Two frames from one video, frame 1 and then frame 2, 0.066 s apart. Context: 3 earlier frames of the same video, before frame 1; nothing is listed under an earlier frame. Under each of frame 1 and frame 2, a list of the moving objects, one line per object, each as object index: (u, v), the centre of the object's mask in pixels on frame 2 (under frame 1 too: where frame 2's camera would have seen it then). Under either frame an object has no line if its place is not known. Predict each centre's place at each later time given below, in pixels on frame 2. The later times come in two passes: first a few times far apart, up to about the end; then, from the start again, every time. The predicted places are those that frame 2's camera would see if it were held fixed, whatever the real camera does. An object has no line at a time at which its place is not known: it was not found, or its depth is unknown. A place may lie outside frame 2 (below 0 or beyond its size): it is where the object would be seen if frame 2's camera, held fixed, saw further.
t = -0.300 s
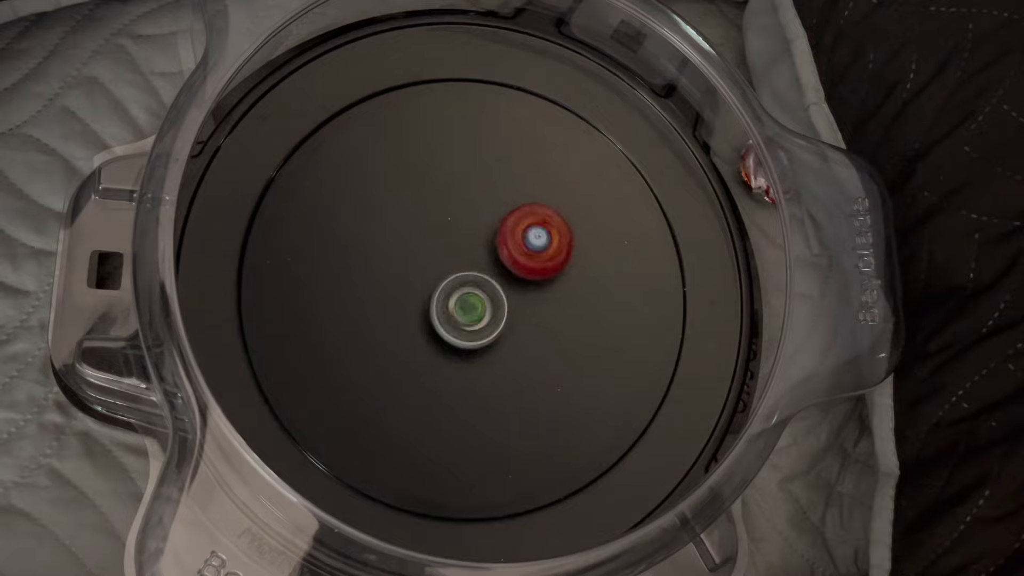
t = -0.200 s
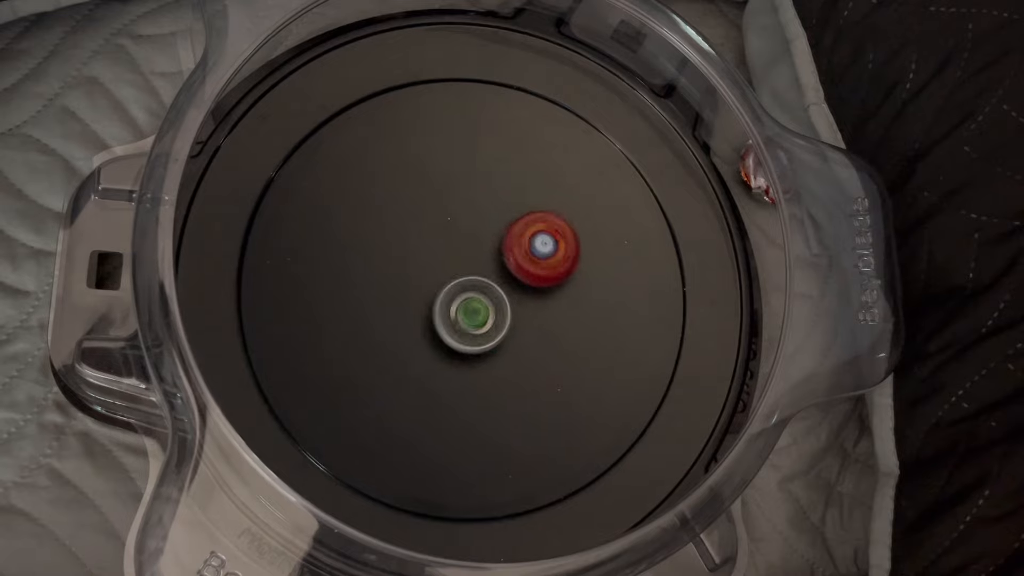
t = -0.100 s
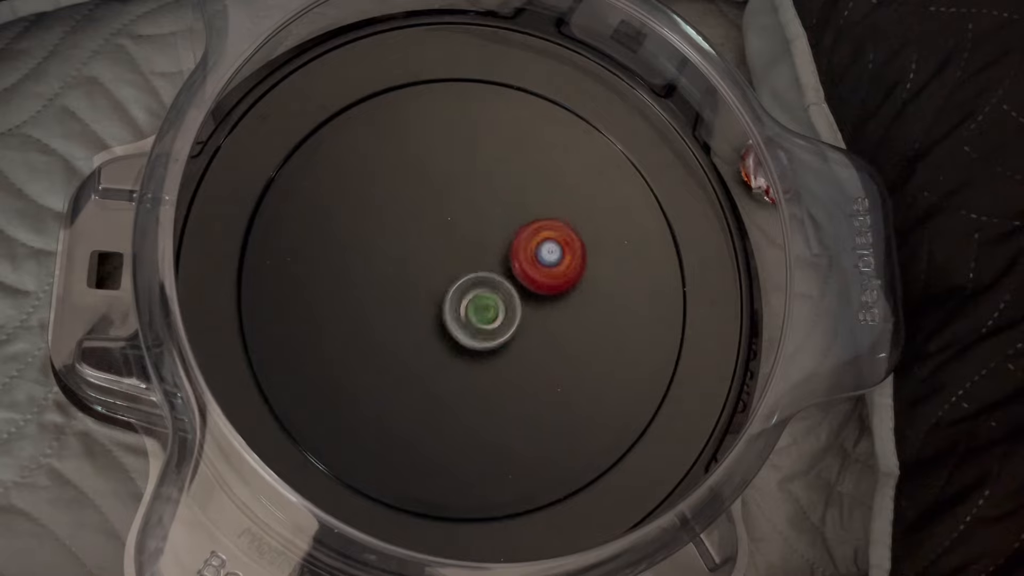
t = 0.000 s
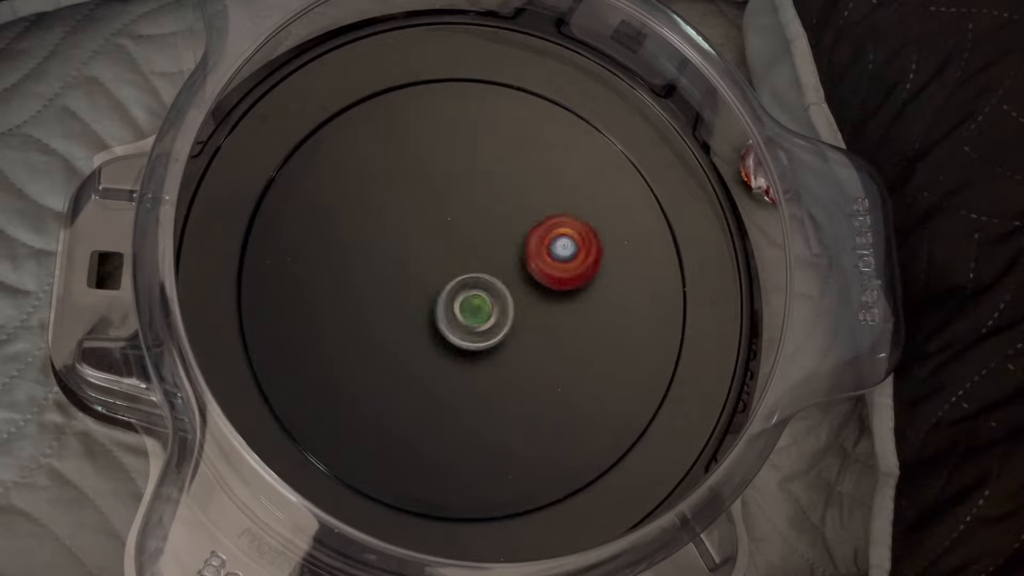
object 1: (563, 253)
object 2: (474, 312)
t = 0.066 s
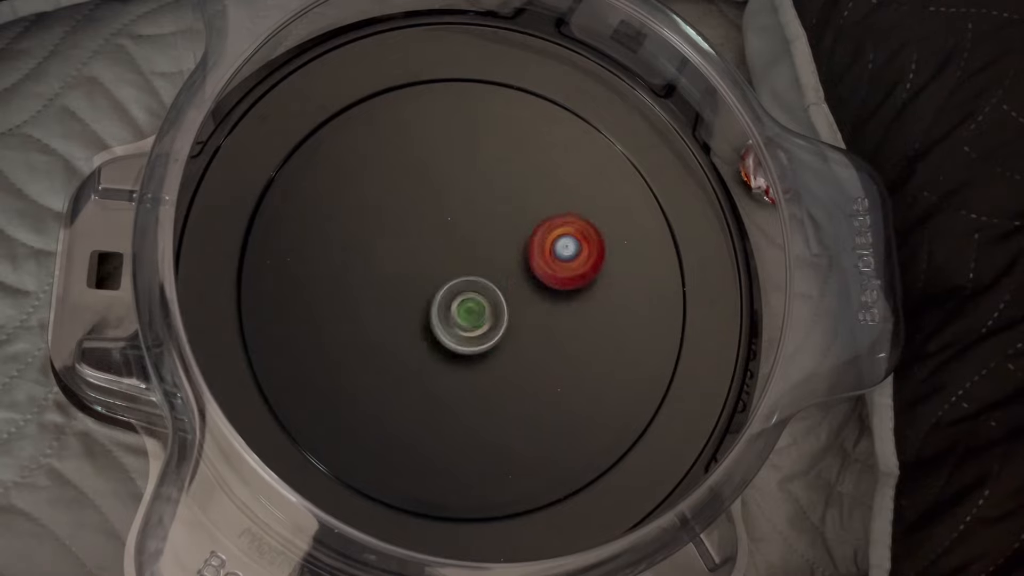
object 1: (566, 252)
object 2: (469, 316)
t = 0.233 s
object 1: (566, 257)
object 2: (464, 315)
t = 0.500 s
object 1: (538, 275)
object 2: (460, 302)
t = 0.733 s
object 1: (534, 285)
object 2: (439, 296)
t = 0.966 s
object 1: (533, 288)
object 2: (453, 287)
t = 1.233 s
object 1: (546, 293)
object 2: (464, 270)
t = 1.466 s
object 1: (553, 296)
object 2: (473, 256)
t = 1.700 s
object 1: (543, 301)
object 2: (472, 255)
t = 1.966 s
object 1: (548, 317)
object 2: (466, 252)
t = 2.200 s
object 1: (546, 324)
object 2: (462, 260)
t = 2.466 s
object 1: (544, 313)
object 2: (472, 275)
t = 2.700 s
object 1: (542, 313)
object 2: (471, 277)
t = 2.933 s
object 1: (546, 313)
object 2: (472, 277)
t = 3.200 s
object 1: (544, 314)
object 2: (468, 269)
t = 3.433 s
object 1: (554, 316)
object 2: (463, 278)
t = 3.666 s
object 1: (550, 319)
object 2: (467, 264)
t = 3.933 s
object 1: (541, 304)
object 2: (474, 287)
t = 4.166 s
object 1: (546, 293)
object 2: (468, 293)
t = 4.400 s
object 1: (549, 291)
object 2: (467, 294)
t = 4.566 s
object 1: (547, 284)
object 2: (466, 294)
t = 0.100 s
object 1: (566, 254)
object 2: (466, 316)
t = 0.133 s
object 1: (568, 255)
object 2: (465, 316)
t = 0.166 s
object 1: (569, 256)
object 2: (465, 317)
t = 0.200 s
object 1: (568, 256)
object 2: (464, 317)
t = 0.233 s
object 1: (566, 257)
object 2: (464, 315)
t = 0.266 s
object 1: (562, 260)
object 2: (466, 315)
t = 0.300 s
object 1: (559, 265)
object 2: (466, 313)
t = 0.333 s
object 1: (555, 267)
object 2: (467, 310)
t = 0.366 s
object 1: (549, 272)
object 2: (470, 308)
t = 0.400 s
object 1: (545, 273)
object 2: (469, 306)
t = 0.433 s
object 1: (544, 272)
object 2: (464, 305)
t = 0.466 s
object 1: (541, 273)
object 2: (462, 303)
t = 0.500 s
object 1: (538, 275)
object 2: (460, 302)
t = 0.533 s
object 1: (536, 279)
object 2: (457, 300)
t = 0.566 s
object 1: (534, 281)
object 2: (456, 299)
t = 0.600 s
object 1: (538, 281)
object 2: (450, 298)
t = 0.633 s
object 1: (538, 279)
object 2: (445, 296)
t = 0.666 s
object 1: (536, 279)
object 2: (441, 295)
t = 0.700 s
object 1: (534, 282)
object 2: (440, 295)
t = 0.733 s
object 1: (534, 285)
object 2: (439, 296)
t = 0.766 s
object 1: (534, 286)
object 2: (438, 295)
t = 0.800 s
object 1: (534, 286)
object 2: (441, 294)
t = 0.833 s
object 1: (534, 285)
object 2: (444, 293)
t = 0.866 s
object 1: (531, 285)
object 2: (447, 292)
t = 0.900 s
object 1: (529, 287)
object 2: (448, 290)
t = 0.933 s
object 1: (531, 288)
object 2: (450, 288)
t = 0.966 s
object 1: (533, 288)
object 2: (453, 287)
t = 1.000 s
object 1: (536, 288)
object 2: (454, 286)
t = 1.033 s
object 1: (539, 289)
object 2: (456, 283)
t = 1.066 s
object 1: (541, 291)
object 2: (460, 281)
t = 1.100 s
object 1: (545, 292)
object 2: (460, 278)
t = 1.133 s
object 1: (547, 291)
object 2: (460, 275)
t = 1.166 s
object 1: (547, 291)
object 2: (461, 273)
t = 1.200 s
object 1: (547, 291)
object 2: (463, 270)
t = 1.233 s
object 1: (546, 293)
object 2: (464, 270)
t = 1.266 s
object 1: (546, 294)
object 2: (465, 269)
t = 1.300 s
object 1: (546, 294)
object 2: (469, 267)
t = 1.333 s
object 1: (547, 295)
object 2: (472, 267)
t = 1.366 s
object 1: (550, 295)
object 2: (473, 265)
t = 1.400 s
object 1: (551, 294)
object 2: (474, 262)
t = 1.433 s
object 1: (552, 295)
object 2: (473, 258)
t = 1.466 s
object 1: (553, 296)
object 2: (473, 256)
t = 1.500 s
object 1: (553, 297)
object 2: (471, 254)
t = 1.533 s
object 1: (551, 298)
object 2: (470, 252)
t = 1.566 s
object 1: (551, 300)
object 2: (470, 250)
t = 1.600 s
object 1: (549, 301)
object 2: (470, 251)
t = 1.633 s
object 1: (548, 302)
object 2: (469, 252)
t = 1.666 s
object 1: (546, 301)
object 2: (471, 253)
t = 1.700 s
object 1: (543, 301)
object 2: (472, 255)
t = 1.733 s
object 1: (541, 302)
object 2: (474, 255)
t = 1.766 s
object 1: (541, 302)
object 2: (473, 255)
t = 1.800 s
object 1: (541, 304)
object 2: (473, 256)
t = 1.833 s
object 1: (541, 305)
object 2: (473, 256)
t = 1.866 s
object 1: (540, 306)
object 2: (474, 257)
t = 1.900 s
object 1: (540, 308)
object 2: (474, 257)
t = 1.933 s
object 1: (544, 312)
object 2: (470, 254)
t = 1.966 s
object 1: (548, 317)
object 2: (466, 252)
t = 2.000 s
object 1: (549, 322)
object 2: (463, 250)
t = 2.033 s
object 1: (550, 324)
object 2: (461, 250)
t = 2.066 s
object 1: (551, 324)
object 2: (459, 251)
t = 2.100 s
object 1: (551, 325)
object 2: (457, 252)
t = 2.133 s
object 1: (549, 323)
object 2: (457, 254)
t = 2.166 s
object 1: (547, 323)
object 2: (459, 257)
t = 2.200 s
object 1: (546, 324)
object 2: (462, 260)
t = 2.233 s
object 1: (545, 324)
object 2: (466, 263)
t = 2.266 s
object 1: (544, 322)
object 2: (467, 266)
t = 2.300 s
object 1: (543, 321)
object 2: (469, 267)
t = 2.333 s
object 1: (541, 317)
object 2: (472, 270)
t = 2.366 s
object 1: (543, 317)
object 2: (472, 270)
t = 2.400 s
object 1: (545, 316)
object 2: (472, 271)
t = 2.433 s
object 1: (545, 315)
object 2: (473, 273)
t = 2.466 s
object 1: (544, 313)
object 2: (472, 275)
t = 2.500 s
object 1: (545, 314)
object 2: (471, 275)
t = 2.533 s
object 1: (547, 315)
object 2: (470, 274)
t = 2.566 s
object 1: (548, 314)
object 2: (471, 274)
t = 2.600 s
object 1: (550, 313)
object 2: (472, 276)
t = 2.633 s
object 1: (548, 312)
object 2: (471, 278)
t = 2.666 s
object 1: (545, 311)
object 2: (470, 278)
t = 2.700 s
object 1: (542, 313)
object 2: (471, 277)
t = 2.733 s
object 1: (544, 317)
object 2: (471, 276)
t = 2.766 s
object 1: (545, 319)
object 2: (471, 276)
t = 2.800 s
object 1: (546, 319)
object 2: (471, 277)
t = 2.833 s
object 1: (547, 318)
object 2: (470, 278)
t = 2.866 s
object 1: (547, 317)
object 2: (470, 277)
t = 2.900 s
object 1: (546, 315)
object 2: (471, 277)
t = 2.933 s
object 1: (546, 313)
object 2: (472, 277)
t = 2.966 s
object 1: (544, 313)
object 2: (472, 277)
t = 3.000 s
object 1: (544, 314)
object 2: (470, 275)
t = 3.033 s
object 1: (542, 313)
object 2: (470, 273)
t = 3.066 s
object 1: (541, 312)
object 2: (471, 273)
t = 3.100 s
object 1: (541, 313)
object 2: (471, 274)
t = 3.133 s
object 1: (540, 313)
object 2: (470, 274)
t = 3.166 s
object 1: (542, 314)
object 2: (468, 272)
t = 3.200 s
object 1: (544, 314)
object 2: (468, 269)
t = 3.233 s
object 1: (546, 314)
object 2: (470, 267)
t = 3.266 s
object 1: (546, 313)
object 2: (474, 268)
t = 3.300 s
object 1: (545, 311)
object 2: (477, 271)
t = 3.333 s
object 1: (544, 309)
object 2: (478, 277)
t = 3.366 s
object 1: (545, 309)
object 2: (474, 280)
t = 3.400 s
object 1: (550, 311)
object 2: (468, 279)
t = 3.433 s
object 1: (554, 316)
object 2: (463, 278)
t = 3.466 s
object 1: (557, 318)
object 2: (460, 276)
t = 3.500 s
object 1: (558, 320)
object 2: (460, 273)
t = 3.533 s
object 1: (558, 321)
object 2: (460, 271)
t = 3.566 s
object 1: (557, 320)
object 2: (461, 269)
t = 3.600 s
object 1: (555, 319)
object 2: (462, 266)
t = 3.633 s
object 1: (552, 319)
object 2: (464, 264)
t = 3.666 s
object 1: (550, 319)
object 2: (467, 264)
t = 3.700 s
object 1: (548, 319)
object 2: (470, 264)
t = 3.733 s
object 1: (546, 318)
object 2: (474, 266)
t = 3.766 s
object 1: (545, 315)
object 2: (477, 268)
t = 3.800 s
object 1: (544, 311)
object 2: (479, 271)
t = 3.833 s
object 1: (541, 307)
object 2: (479, 275)
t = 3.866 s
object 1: (539, 305)
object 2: (478, 280)
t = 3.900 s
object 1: (539, 304)
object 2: (476, 284)
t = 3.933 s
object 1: (541, 304)
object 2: (474, 287)
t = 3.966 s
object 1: (543, 303)
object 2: (473, 289)
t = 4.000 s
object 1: (544, 302)
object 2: (472, 291)
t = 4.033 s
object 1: (545, 299)
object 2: (471, 291)
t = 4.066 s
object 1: (545, 297)
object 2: (471, 292)
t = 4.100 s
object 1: (544, 294)
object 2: (470, 293)
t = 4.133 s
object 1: (545, 293)
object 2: (469, 293)
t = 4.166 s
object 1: (546, 293)
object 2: (468, 293)
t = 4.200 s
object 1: (546, 293)
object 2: (468, 294)
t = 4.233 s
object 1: (547, 293)
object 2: (466, 294)
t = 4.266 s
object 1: (548, 293)
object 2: (465, 294)
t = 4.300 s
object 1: (549, 293)
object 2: (466, 294)
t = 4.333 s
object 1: (549, 292)
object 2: (467, 294)
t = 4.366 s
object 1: (548, 292)
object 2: (467, 294)
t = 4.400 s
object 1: (549, 291)
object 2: (467, 294)
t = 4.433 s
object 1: (549, 290)
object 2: (467, 294)
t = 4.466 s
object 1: (548, 290)
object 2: (466, 294)
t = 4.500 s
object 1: (548, 288)
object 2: (466, 294)
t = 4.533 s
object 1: (547, 286)
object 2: (466, 294)
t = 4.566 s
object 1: (547, 284)
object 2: (466, 294)
